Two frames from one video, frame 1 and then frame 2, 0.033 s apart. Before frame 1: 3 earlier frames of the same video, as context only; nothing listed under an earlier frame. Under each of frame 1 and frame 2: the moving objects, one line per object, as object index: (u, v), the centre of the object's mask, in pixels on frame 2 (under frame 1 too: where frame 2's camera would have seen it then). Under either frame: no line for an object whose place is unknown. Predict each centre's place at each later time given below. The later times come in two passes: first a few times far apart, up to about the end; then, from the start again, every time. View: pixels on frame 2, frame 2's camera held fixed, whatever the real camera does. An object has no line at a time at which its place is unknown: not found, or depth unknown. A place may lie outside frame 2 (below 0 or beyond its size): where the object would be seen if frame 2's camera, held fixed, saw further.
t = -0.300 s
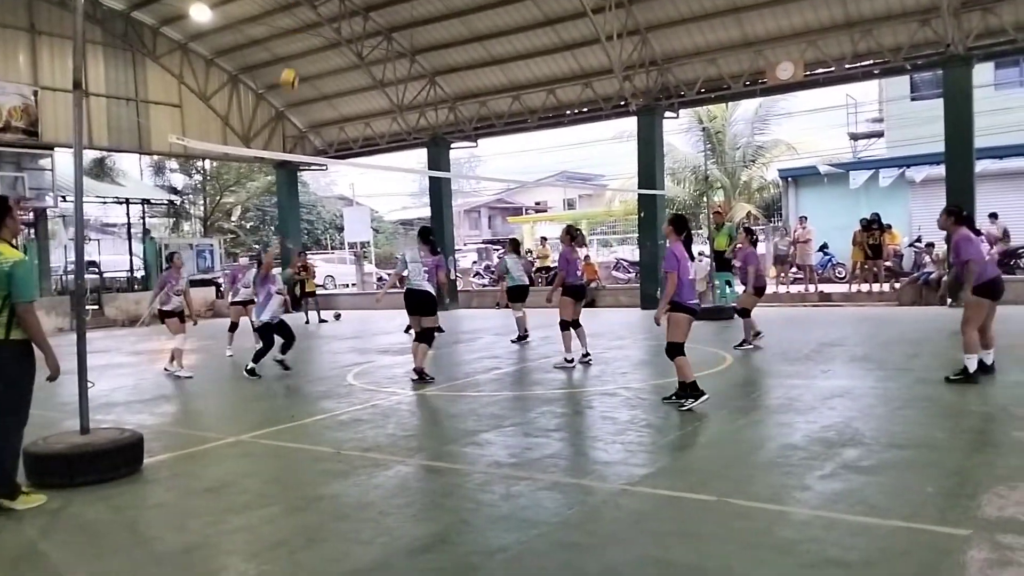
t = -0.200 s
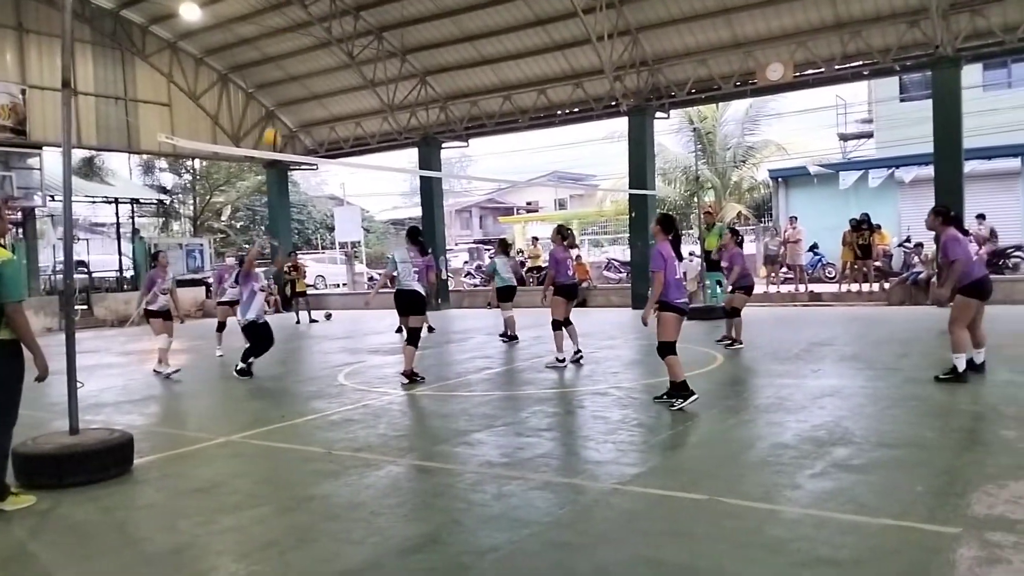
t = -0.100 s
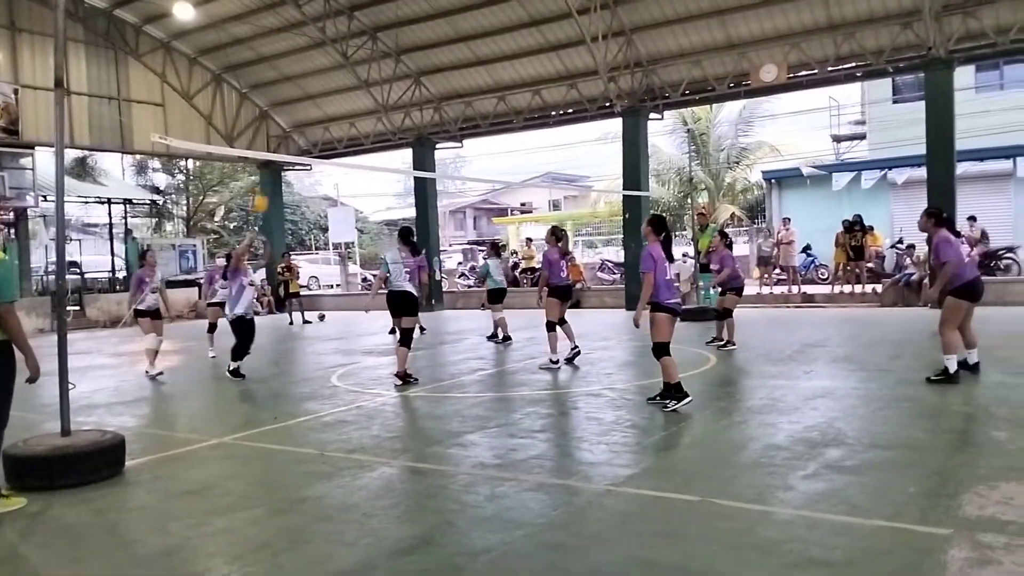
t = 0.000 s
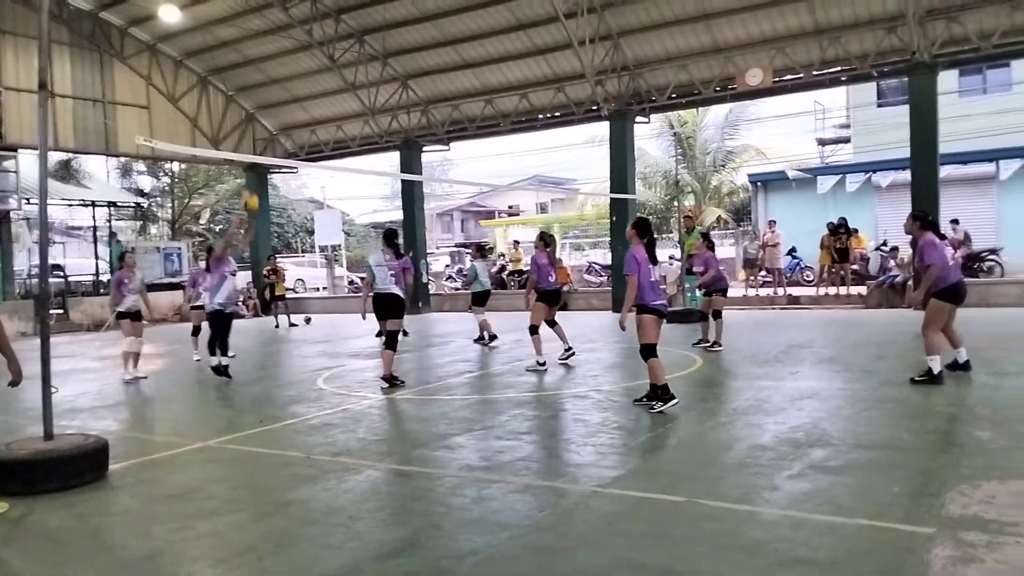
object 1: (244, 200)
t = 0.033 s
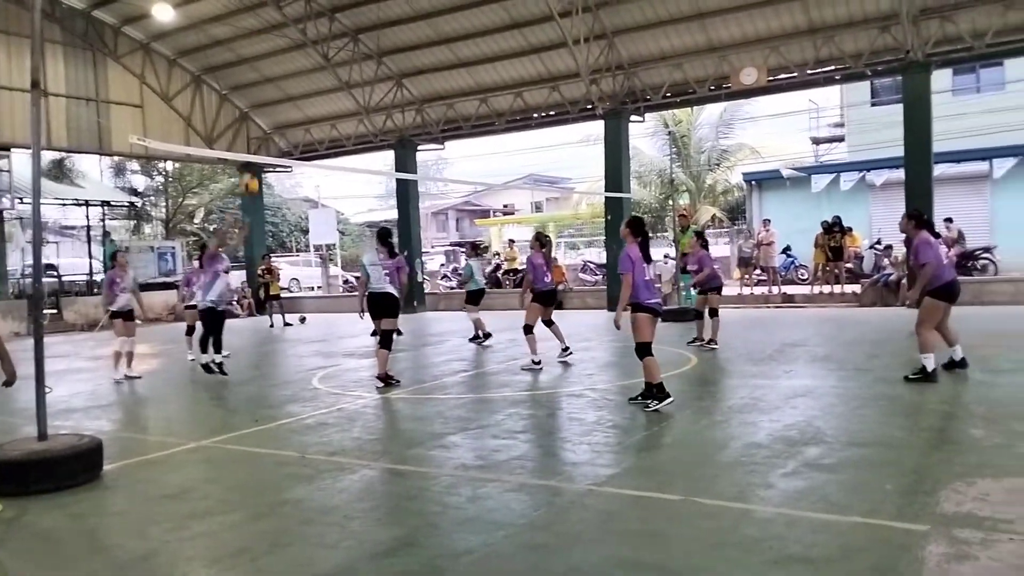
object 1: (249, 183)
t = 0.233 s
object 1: (281, 103)
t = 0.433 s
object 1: (314, 55)
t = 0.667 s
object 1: (352, 40)
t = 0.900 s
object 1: (393, 65)
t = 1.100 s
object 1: (429, 123)
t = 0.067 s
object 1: (253, 169)
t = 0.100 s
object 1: (260, 150)
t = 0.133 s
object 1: (264, 139)
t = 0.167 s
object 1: (270, 127)
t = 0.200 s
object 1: (275, 115)
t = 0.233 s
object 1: (281, 103)
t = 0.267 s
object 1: (288, 92)
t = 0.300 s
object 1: (293, 82)
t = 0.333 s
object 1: (299, 73)
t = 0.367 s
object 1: (304, 66)
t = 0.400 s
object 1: (309, 61)
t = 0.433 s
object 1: (314, 55)
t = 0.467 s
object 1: (319, 50)
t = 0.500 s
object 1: (325, 47)
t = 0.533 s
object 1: (330, 45)
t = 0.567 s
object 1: (336, 41)
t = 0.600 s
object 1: (341, 41)
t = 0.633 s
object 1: (347, 40)
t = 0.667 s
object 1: (352, 40)
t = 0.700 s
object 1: (358, 40)
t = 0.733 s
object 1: (364, 43)
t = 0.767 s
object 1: (369, 46)
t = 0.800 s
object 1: (375, 49)
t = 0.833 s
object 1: (381, 54)
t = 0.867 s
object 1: (387, 59)
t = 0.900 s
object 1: (393, 65)
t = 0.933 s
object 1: (399, 74)
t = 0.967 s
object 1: (404, 82)
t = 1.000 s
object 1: (411, 91)
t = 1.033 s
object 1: (417, 100)
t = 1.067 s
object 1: (422, 110)
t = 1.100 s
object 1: (429, 123)
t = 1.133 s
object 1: (434, 135)
